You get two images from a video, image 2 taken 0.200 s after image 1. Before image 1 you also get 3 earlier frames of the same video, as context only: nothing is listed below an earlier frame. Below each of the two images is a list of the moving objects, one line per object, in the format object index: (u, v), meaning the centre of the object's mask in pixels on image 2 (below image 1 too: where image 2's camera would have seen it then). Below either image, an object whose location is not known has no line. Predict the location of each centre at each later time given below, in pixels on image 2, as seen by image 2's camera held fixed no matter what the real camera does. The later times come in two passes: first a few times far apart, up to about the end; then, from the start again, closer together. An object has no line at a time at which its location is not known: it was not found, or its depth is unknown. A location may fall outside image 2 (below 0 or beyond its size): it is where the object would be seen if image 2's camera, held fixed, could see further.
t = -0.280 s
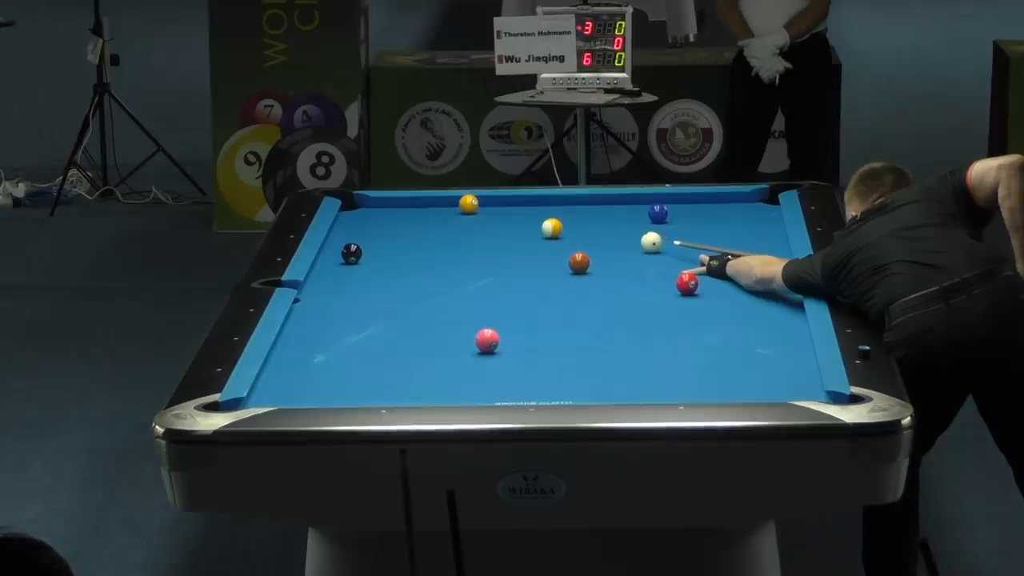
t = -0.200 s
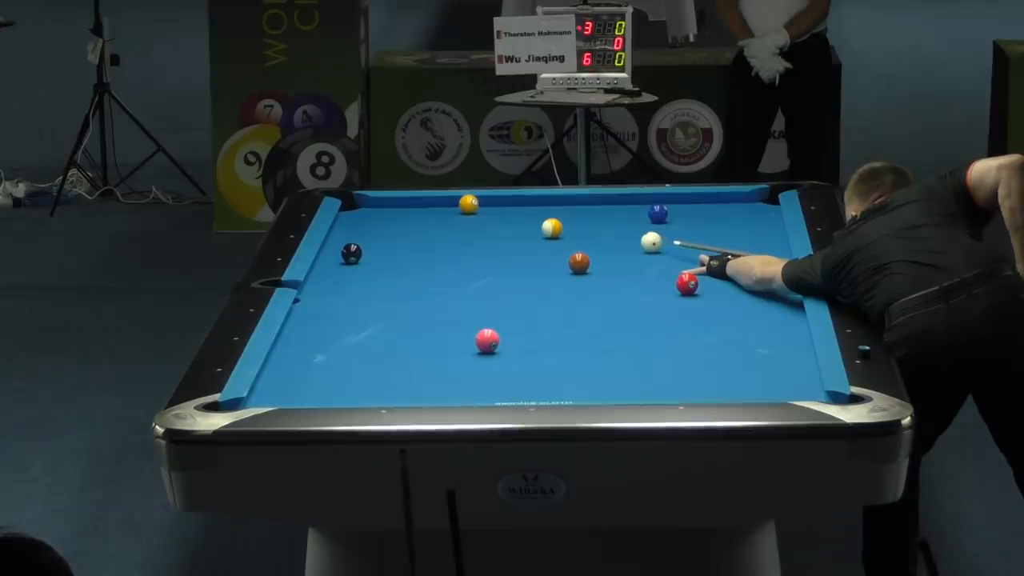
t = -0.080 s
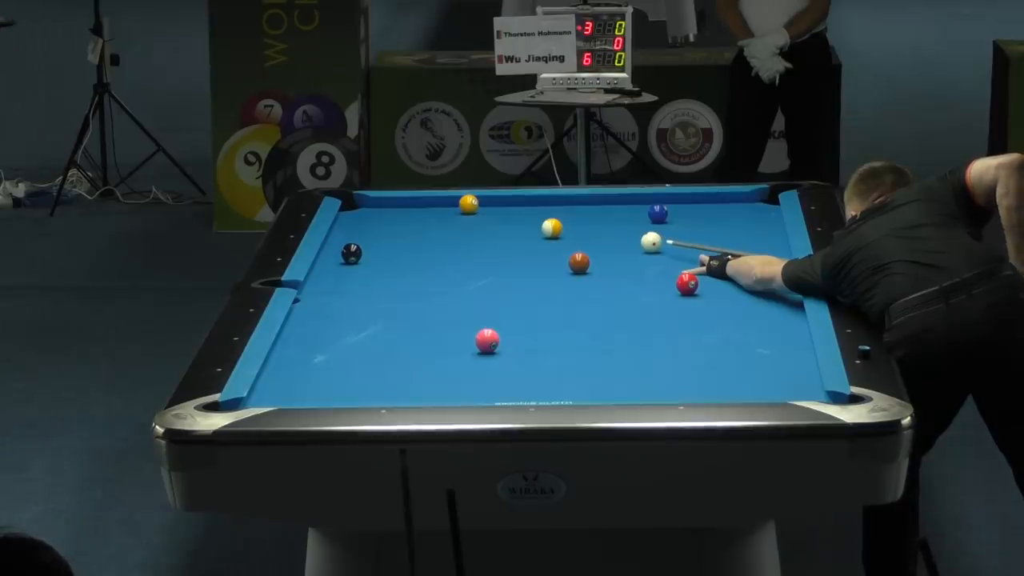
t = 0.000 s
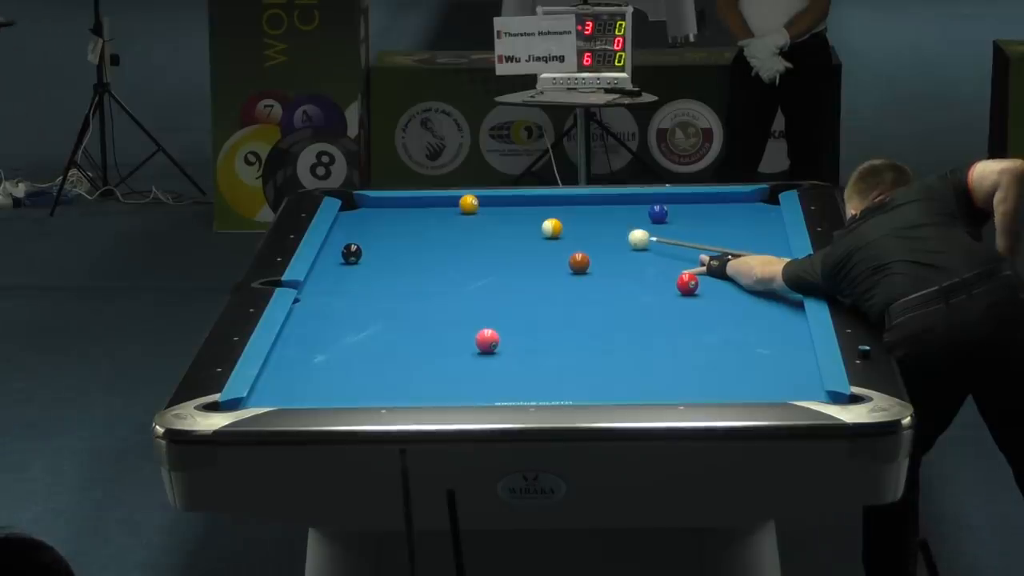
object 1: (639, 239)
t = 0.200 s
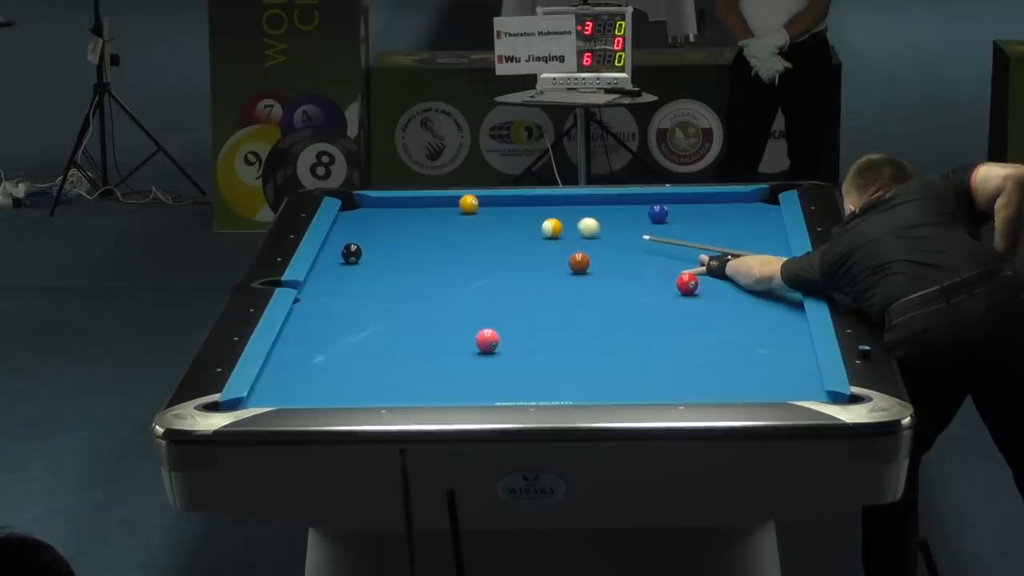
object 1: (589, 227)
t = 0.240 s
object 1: (579, 225)
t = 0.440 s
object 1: (533, 214)
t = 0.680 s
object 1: (489, 203)
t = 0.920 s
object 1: (487, 204)
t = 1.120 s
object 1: (487, 209)
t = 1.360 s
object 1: (486, 215)
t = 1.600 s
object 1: (486, 220)
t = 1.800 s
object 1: (485, 224)
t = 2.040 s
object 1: (485, 230)
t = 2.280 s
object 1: (485, 235)
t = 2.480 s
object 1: (484, 238)
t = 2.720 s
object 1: (483, 243)
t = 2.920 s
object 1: (483, 246)
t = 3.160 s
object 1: (483, 250)
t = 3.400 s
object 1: (483, 253)
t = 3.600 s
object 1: (483, 255)
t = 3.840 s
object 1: (484, 258)
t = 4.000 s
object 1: (482, 260)
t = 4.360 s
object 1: (487, 263)
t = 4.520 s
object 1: (487, 264)
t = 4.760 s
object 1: (488, 265)
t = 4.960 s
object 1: (488, 266)
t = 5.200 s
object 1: (487, 267)
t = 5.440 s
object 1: (487, 267)
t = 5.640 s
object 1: (487, 267)
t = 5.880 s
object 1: (487, 267)
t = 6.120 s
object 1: (487, 267)
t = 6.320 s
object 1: (487, 267)
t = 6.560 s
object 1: (487, 267)
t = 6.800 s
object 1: (487, 267)
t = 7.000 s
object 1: (487, 267)
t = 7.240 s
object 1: (487, 267)
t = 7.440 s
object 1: (487, 267)
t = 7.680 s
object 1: (487, 267)
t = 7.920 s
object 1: (487, 267)
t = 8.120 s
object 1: (487, 267)
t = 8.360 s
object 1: (487, 267)
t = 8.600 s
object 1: (487, 267)
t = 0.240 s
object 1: (579, 225)
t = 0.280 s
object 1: (571, 223)
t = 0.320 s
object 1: (563, 219)
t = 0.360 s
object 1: (551, 215)
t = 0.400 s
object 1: (541, 215)
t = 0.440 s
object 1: (533, 214)
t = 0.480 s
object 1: (524, 212)
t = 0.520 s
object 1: (516, 211)
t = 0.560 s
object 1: (507, 209)
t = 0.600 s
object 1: (498, 207)
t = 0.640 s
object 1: (490, 205)
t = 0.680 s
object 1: (489, 203)
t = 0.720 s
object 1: (489, 201)
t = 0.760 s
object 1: (488, 199)
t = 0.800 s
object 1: (488, 200)
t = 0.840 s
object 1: (488, 202)
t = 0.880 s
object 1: (487, 203)
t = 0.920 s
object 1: (487, 204)
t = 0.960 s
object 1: (487, 205)
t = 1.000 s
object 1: (487, 206)
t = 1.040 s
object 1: (487, 206)
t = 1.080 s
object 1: (487, 208)
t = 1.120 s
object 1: (487, 209)
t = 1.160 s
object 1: (486, 210)
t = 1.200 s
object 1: (486, 211)
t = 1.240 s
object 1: (486, 212)
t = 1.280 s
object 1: (486, 213)
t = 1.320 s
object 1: (486, 213)
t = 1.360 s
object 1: (486, 215)
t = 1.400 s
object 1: (486, 216)
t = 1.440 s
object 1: (486, 216)
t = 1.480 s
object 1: (486, 217)
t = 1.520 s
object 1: (486, 218)
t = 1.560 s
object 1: (486, 219)
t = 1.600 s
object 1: (486, 220)
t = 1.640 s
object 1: (486, 221)
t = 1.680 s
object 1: (486, 222)
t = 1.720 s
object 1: (485, 223)
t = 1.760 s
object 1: (486, 223)
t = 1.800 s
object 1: (485, 224)
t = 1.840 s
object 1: (485, 226)
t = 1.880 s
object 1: (485, 226)
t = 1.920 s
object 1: (485, 227)
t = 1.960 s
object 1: (485, 228)
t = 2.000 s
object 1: (485, 229)
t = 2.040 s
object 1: (485, 230)
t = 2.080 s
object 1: (485, 231)
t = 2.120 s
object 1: (485, 231)
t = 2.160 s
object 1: (485, 232)
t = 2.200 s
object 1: (485, 233)
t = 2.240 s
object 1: (485, 234)
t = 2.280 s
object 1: (485, 235)
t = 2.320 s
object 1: (485, 235)
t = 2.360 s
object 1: (485, 236)
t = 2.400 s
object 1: (485, 237)
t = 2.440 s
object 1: (484, 237)
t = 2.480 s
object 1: (484, 238)
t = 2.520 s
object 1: (484, 239)
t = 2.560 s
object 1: (484, 240)
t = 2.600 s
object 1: (484, 241)
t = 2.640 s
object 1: (484, 241)
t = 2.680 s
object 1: (484, 242)
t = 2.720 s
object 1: (483, 243)
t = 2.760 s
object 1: (483, 243)
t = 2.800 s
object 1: (483, 244)
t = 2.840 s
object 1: (483, 245)
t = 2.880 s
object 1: (483, 245)
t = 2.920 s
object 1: (483, 246)
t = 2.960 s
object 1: (483, 247)
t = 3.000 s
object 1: (483, 247)
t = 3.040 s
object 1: (483, 248)
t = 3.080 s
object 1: (483, 248)
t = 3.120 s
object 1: (483, 249)
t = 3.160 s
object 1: (483, 250)
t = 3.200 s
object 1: (483, 250)
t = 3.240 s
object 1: (483, 250)
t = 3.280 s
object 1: (483, 251)
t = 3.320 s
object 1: (483, 252)
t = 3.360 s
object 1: (483, 252)
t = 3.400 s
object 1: (483, 253)
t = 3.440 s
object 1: (483, 254)
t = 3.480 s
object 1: (483, 254)
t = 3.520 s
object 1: (483, 255)
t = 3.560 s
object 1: (483, 255)
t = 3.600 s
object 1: (483, 255)
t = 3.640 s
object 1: (483, 256)
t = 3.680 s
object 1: (484, 257)
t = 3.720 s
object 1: (484, 257)
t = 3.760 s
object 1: (484, 258)
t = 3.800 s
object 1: (484, 257)
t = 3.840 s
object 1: (484, 258)
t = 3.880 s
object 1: (484, 259)
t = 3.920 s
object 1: (484, 259)
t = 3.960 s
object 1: (485, 260)
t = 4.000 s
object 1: (482, 260)
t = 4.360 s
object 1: (487, 263)
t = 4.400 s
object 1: (487, 263)
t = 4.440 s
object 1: (487, 264)
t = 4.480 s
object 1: (487, 264)
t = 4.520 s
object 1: (487, 264)
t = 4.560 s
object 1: (487, 264)
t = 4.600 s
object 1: (487, 265)
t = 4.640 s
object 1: (488, 265)
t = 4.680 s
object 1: (488, 265)
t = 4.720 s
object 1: (488, 265)
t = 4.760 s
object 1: (488, 265)
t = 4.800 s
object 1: (488, 266)
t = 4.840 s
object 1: (488, 266)
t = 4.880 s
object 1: (488, 266)
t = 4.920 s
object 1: (488, 266)
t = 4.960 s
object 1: (488, 266)
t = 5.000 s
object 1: (488, 267)
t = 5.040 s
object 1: (488, 267)
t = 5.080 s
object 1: (487, 267)
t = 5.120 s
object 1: (487, 267)
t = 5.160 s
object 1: (487, 267)
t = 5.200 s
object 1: (487, 267)
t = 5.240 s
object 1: (487, 267)
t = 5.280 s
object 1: (487, 267)
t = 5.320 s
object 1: (487, 267)
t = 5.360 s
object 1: (487, 267)
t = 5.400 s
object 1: (487, 268)
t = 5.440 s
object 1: (487, 267)
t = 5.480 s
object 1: (487, 267)
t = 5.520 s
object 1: (487, 267)
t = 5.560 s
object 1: (487, 267)
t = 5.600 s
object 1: (487, 267)
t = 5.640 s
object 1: (487, 267)
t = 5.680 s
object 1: (487, 267)
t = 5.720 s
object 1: (487, 267)
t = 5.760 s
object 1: (487, 267)
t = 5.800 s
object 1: (487, 267)
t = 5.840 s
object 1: (487, 267)
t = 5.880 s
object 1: (487, 267)
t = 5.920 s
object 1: (487, 267)
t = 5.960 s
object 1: (487, 267)
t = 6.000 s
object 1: (487, 267)
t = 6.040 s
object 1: (487, 267)
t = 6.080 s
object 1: (487, 267)
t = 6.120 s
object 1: (487, 267)
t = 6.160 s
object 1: (487, 267)
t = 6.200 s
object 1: (487, 267)
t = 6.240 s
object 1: (487, 267)
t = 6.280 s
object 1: (487, 267)
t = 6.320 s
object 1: (487, 267)
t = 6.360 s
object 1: (487, 267)
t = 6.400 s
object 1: (487, 267)
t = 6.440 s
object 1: (487, 267)
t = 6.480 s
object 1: (487, 267)
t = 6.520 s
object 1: (487, 267)
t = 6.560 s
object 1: (487, 267)
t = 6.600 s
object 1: (487, 267)
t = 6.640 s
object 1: (487, 267)
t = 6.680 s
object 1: (487, 267)
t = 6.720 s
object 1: (487, 267)
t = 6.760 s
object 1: (487, 267)
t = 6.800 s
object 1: (487, 267)
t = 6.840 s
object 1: (487, 267)
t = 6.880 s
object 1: (487, 267)
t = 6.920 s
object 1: (487, 267)
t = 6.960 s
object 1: (487, 267)
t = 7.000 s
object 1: (487, 267)
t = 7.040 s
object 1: (487, 267)
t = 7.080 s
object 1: (487, 267)
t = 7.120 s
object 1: (487, 267)
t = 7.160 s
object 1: (487, 267)
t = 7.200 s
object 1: (487, 267)
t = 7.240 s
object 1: (487, 267)
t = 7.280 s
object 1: (487, 267)
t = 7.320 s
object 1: (487, 267)
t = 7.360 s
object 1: (487, 267)
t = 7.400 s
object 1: (487, 267)
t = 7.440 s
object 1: (487, 267)
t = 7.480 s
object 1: (487, 267)
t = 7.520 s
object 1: (487, 267)
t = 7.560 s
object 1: (487, 267)
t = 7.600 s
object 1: (487, 267)
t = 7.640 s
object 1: (487, 267)
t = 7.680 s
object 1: (487, 267)
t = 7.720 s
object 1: (487, 267)
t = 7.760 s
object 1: (487, 267)
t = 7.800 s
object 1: (487, 267)
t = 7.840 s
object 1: (487, 267)
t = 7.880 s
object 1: (487, 267)
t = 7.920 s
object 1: (487, 267)
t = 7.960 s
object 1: (487, 267)
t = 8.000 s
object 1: (487, 267)
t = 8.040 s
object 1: (487, 267)
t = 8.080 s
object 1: (487, 267)
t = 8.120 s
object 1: (487, 267)
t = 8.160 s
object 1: (487, 267)
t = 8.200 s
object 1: (487, 267)
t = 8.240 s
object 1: (487, 267)
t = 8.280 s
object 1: (487, 267)
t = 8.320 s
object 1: (487, 267)
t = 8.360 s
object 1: (487, 267)
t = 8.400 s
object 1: (487, 268)
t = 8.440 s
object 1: (487, 267)
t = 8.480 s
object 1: (487, 267)
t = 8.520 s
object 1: (487, 267)
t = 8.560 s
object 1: (487, 267)
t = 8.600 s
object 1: (487, 267)
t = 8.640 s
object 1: (487, 268)
